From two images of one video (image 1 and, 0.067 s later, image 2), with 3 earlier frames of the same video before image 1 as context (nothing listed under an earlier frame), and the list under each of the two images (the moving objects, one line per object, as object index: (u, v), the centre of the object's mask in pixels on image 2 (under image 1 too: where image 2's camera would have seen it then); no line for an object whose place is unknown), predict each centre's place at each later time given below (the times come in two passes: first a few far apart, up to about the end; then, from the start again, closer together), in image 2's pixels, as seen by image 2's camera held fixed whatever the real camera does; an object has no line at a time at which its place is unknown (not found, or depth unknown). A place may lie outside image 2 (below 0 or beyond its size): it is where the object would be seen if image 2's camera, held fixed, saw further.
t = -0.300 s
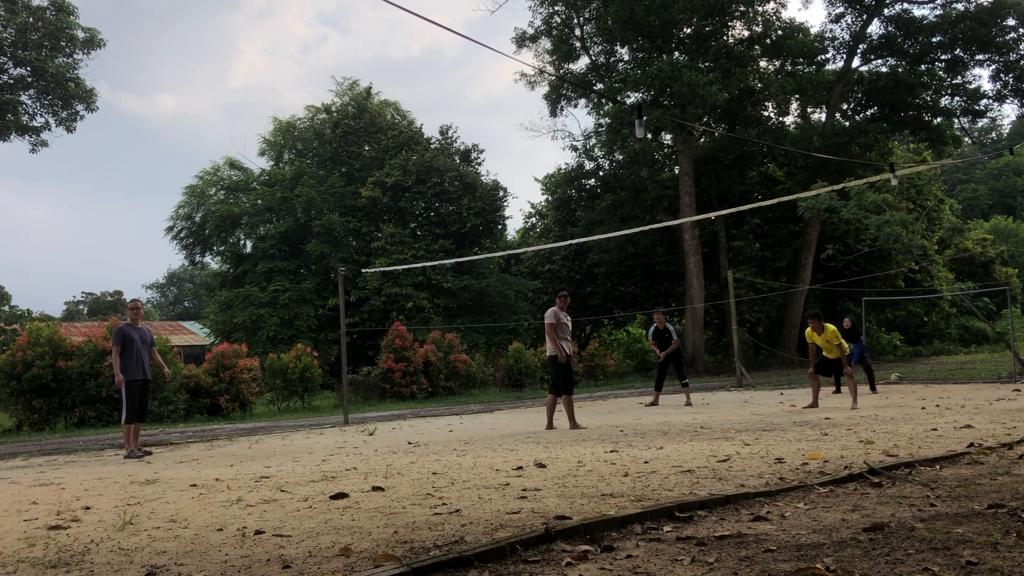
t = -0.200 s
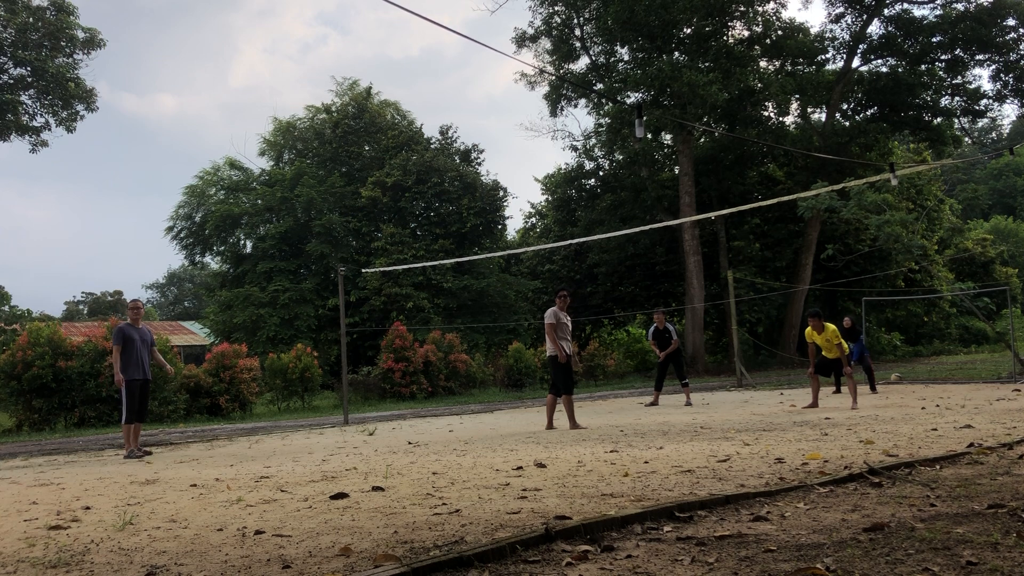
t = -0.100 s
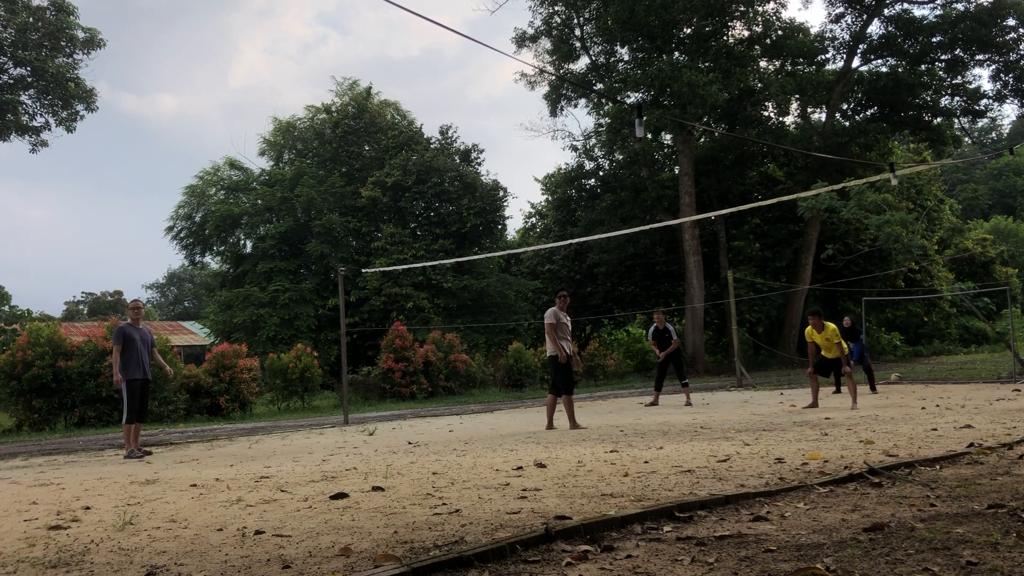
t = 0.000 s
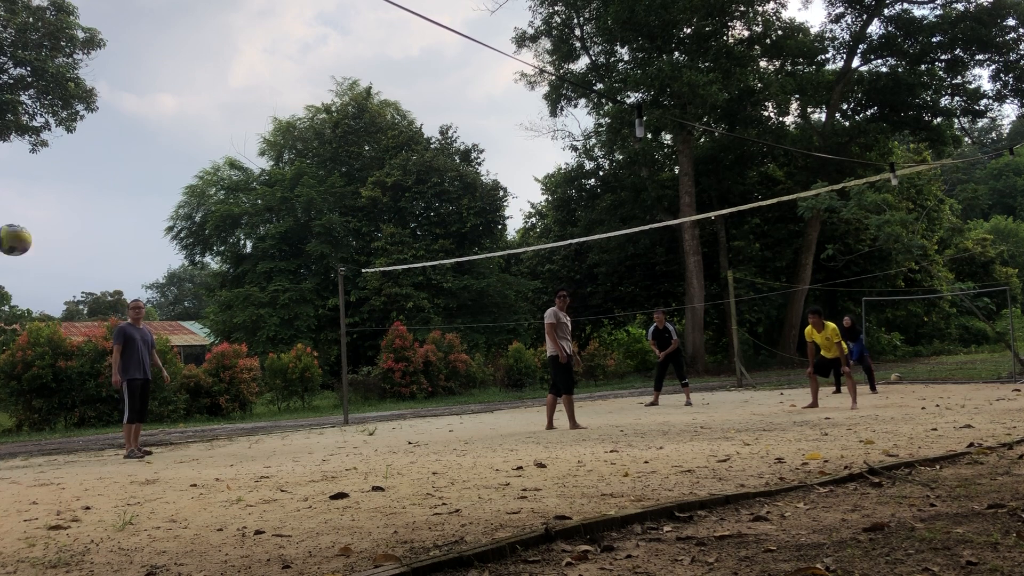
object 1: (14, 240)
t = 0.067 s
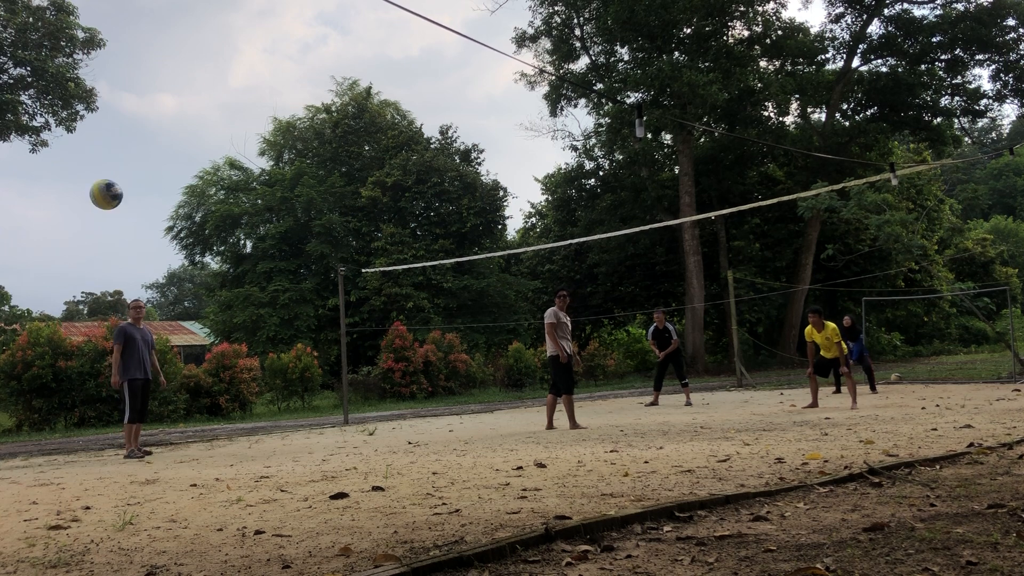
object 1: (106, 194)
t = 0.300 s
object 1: (365, 113)
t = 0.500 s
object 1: (529, 111)
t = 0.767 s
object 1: (700, 168)
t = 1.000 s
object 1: (822, 258)
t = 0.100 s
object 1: (148, 176)
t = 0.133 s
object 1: (189, 160)
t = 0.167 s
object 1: (227, 146)
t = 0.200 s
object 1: (263, 135)
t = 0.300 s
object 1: (365, 113)
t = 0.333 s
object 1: (395, 110)
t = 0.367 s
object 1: (423, 108)
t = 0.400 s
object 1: (451, 107)
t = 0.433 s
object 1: (478, 107)
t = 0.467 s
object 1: (504, 109)
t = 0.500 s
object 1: (529, 111)
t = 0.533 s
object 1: (553, 115)
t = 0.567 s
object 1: (576, 120)
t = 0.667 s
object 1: (640, 140)
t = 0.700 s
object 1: (661, 149)
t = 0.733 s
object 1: (681, 157)
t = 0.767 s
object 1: (700, 168)
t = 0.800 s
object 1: (719, 179)
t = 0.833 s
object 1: (737, 190)
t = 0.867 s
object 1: (755, 202)
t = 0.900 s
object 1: (773, 215)
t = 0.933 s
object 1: (789, 229)
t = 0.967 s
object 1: (806, 243)
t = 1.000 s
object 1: (822, 258)
